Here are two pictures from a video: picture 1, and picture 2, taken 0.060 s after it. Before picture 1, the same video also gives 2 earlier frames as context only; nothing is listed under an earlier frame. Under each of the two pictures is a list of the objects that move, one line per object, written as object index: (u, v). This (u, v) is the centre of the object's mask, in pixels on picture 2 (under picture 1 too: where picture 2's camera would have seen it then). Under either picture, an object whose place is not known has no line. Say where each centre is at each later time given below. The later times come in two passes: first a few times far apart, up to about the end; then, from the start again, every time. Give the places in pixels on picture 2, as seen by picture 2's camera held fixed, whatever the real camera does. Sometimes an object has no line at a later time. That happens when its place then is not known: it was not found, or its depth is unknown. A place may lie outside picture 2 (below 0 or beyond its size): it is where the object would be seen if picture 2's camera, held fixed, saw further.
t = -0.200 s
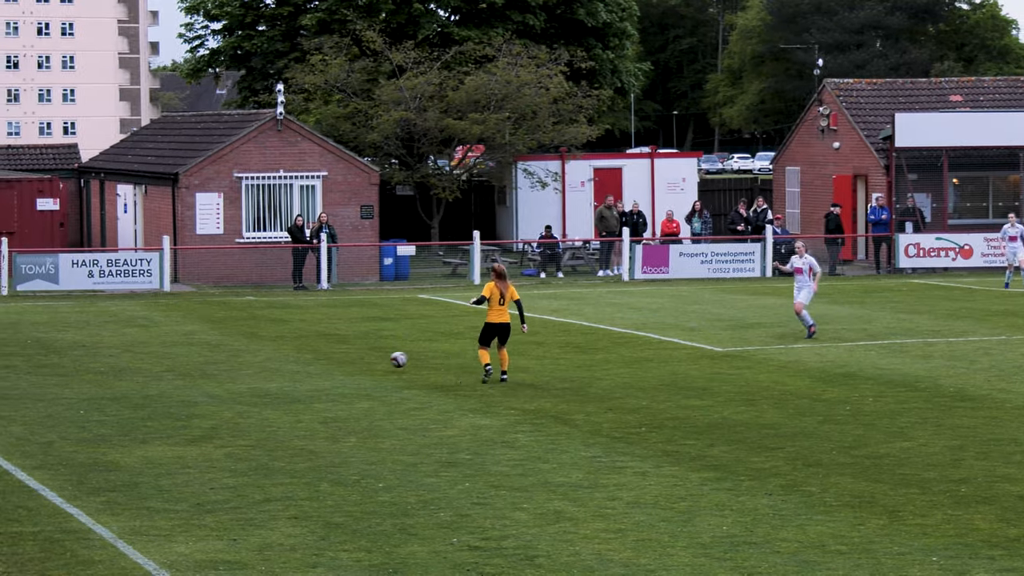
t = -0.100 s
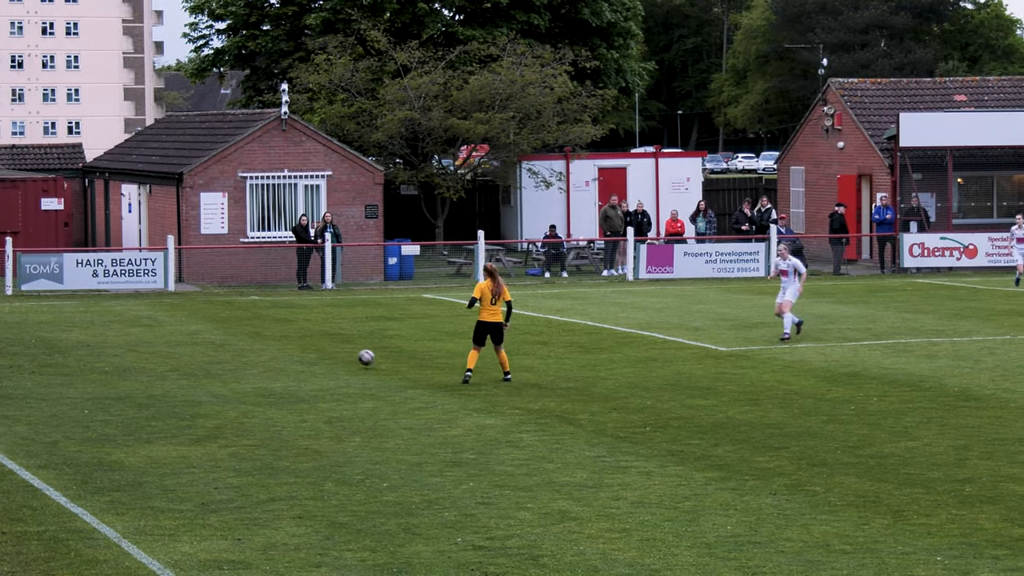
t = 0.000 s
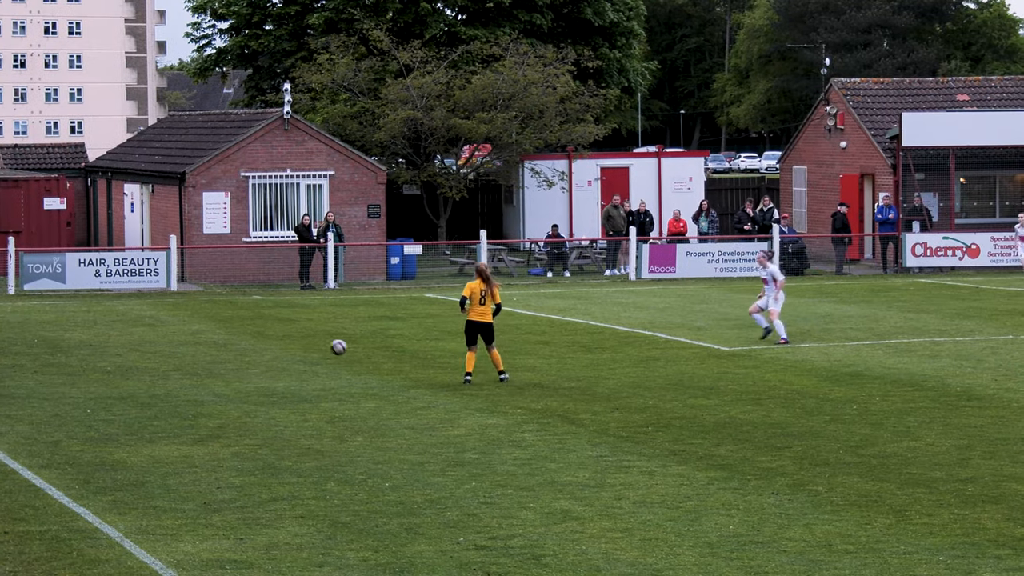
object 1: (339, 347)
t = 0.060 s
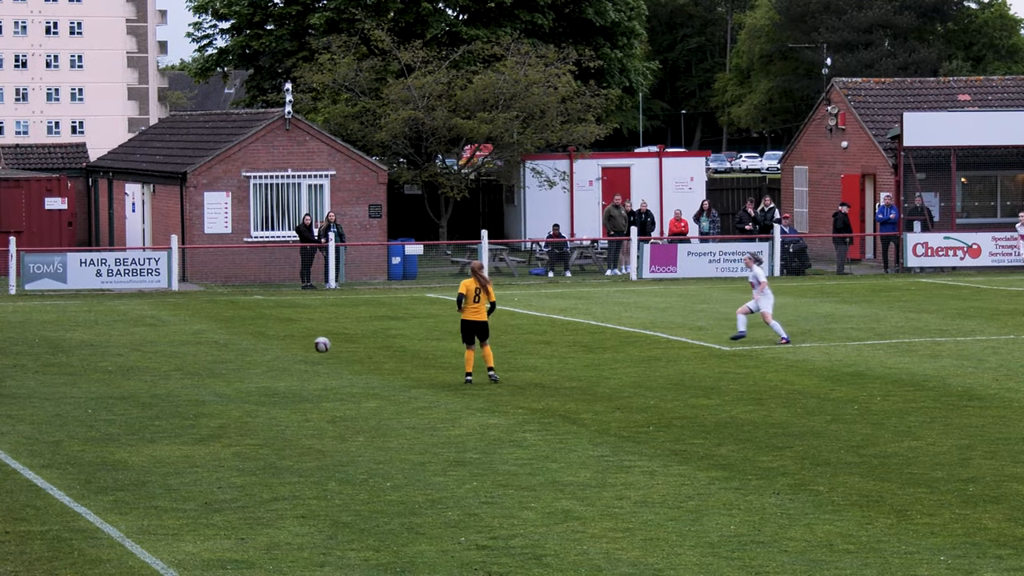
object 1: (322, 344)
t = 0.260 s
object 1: (265, 353)
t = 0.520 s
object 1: (198, 343)
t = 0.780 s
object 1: (135, 338)
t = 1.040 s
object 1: (74, 338)
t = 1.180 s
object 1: (43, 336)
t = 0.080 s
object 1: (316, 344)
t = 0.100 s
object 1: (310, 344)
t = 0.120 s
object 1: (305, 345)
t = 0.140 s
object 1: (299, 345)
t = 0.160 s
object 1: (293, 346)
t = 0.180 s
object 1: (288, 348)
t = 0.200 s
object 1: (282, 349)
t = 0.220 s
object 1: (276, 351)
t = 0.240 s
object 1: (271, 353)
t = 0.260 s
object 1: (265, 353)
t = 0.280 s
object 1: (260, 350)
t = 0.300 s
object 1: (255, 348)
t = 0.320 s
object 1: (249, 346)
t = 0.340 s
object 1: (244, 345)
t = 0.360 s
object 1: (239, 343)
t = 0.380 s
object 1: (233, 342)
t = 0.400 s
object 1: (228, 341)
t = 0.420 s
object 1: (223, 341)
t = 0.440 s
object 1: (218, 341)
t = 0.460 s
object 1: (213, 341)
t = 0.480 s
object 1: (208, 341)
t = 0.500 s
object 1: (203, 342)
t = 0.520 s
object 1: (198, 343)
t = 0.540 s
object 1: (193, 344)
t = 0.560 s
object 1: (188, 346)
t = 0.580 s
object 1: (183, 347)
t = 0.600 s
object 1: (178, 345)
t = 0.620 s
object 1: (173, 343)
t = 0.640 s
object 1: (168, 341)
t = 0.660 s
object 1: (164, 340)
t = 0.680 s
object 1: (159, 339)
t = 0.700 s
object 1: (154, 338)
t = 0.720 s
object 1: (149, 337)
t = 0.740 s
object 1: (145, 337)
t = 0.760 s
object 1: (140, 337)
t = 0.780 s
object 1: (135, 338)
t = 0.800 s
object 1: (130, 338)
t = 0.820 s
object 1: (126, 339)
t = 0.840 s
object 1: (121, 340)
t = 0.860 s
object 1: (116, 341)
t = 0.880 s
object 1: (111, 340)
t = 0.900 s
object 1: (106, 339)
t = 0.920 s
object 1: (102, 338)
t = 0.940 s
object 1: (97, 337)
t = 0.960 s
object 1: (93, 337)
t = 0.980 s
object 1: (88, 337)
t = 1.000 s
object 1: (83, 337)
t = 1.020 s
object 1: (78, 338)
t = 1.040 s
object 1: (74, 338)
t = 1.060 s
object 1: (69, 338)
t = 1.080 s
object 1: (65, 337)
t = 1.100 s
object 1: (60, 336)
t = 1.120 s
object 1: (56, 336)
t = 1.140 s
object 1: (52, 336)
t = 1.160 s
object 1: (47, 336)
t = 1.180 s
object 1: (43, 336)
